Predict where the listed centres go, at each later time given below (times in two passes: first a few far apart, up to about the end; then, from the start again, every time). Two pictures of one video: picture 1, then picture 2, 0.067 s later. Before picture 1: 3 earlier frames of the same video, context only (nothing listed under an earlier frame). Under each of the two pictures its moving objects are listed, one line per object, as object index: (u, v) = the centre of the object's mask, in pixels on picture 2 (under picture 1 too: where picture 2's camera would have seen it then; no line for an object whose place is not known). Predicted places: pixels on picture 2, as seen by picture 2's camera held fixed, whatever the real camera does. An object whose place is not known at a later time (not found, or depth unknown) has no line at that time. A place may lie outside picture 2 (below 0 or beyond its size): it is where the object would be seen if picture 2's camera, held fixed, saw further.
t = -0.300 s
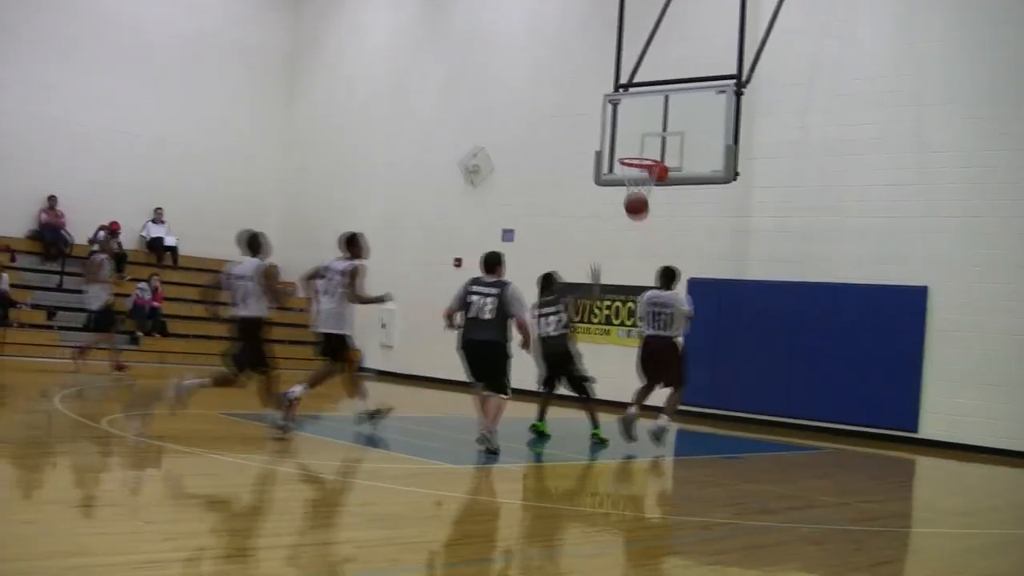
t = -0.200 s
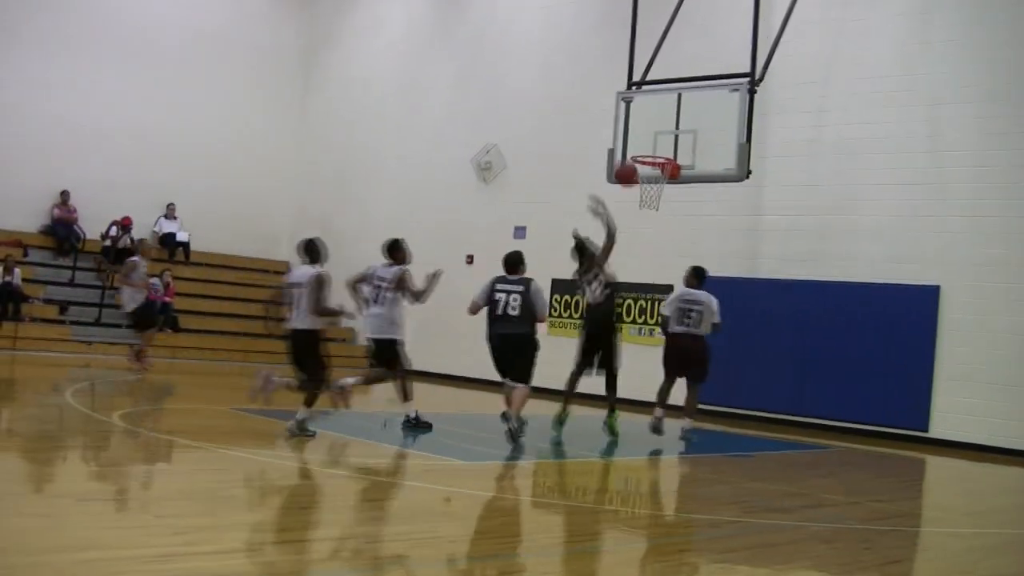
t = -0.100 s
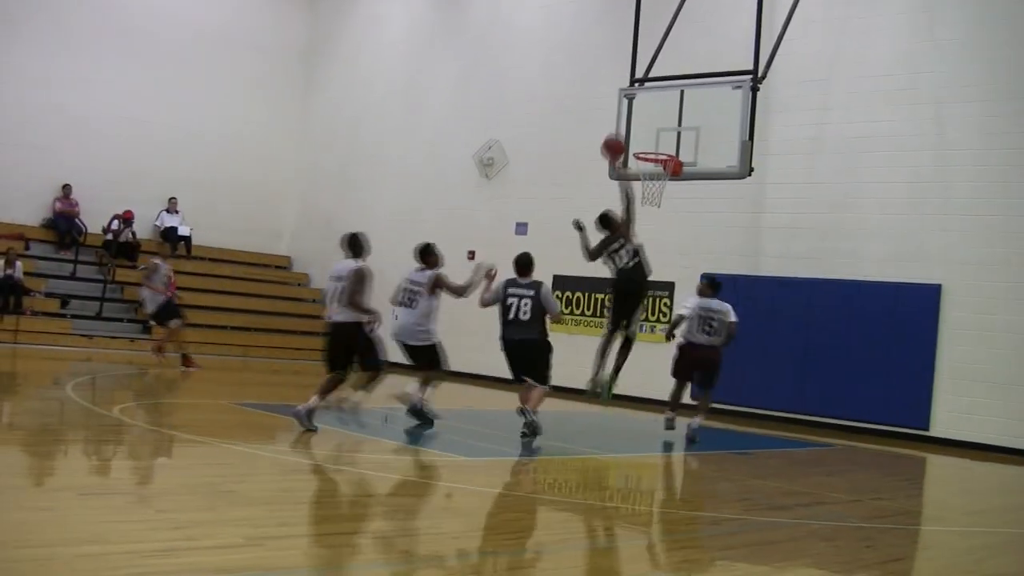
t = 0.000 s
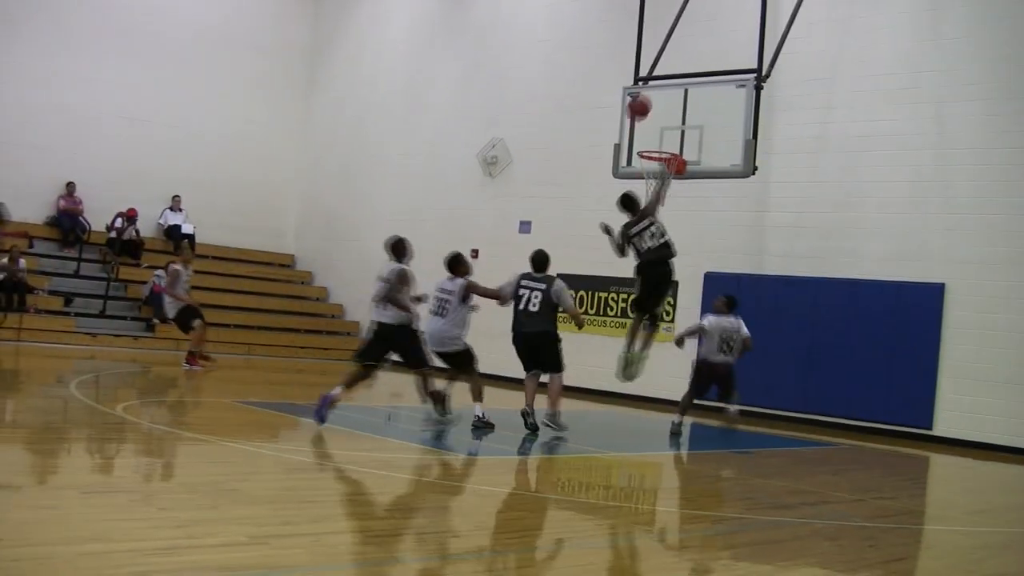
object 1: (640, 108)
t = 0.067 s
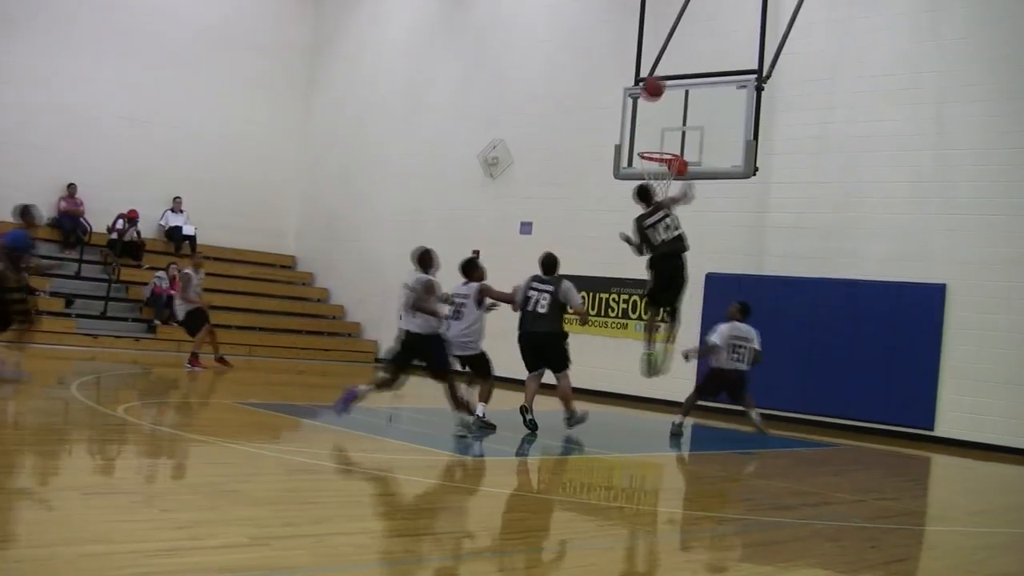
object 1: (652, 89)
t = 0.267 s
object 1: (690, 53)
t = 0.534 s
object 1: (732, 63)
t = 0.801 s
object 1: (769, 137)
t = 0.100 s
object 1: (659, 80)
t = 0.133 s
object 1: (666, 72)
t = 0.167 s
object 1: (673, 65)
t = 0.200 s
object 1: (678, 61)
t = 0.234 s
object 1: (685, 56)
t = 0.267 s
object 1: (690, 53)
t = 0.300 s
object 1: (696, 51)
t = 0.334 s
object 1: (702, 50)
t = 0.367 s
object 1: (707, 50)
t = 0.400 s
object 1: (712, 51)
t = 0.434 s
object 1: (717, 53)
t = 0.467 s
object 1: (722, 55)
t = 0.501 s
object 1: (728, 59)
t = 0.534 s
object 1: (732, 63)
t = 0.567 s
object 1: (737, 69)
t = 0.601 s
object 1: (742, 75)
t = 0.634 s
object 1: (746, 84)
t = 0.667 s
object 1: (750, 93)
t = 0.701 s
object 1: (756, 102)
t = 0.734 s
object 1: (761, 113)
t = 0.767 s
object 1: (766, 124)
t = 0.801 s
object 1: (769, 137)
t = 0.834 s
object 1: (773, 150)
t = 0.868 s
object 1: (777, 164)
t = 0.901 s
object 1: (781, 179)
